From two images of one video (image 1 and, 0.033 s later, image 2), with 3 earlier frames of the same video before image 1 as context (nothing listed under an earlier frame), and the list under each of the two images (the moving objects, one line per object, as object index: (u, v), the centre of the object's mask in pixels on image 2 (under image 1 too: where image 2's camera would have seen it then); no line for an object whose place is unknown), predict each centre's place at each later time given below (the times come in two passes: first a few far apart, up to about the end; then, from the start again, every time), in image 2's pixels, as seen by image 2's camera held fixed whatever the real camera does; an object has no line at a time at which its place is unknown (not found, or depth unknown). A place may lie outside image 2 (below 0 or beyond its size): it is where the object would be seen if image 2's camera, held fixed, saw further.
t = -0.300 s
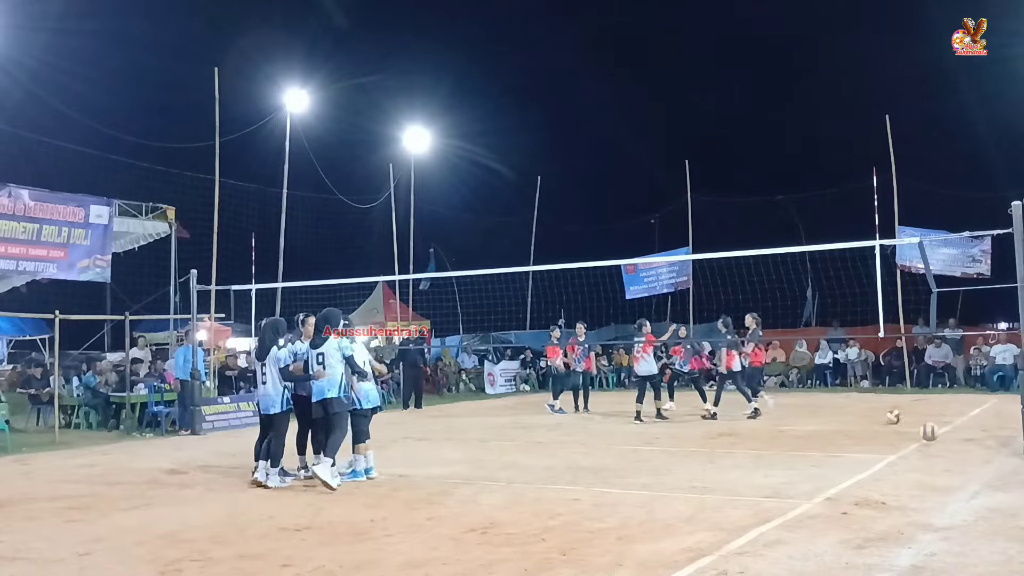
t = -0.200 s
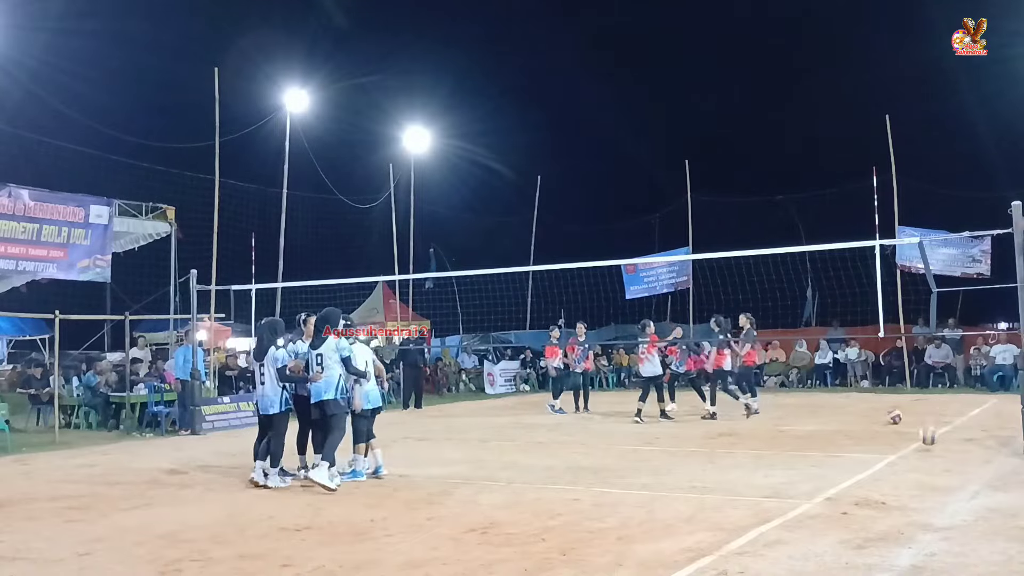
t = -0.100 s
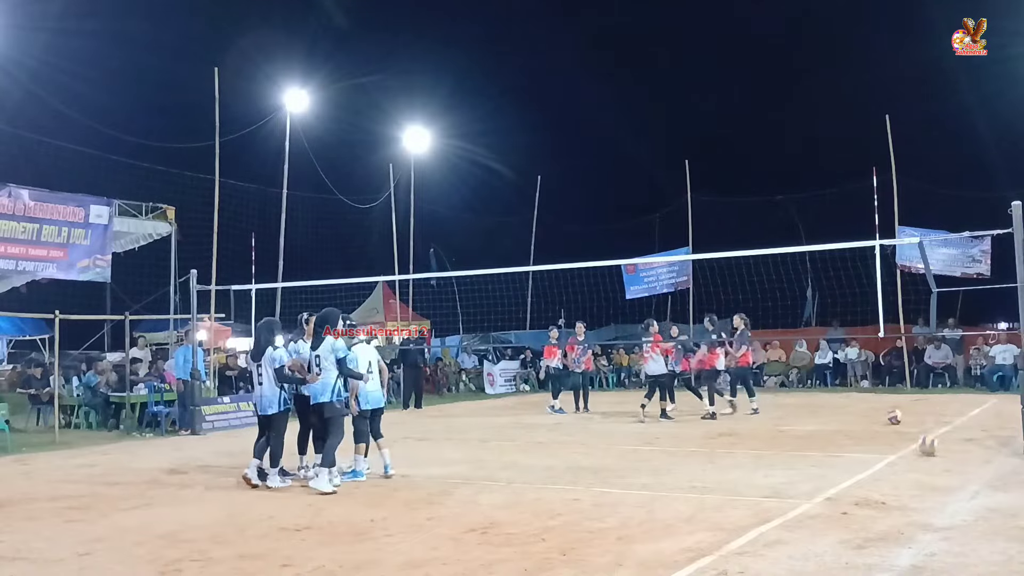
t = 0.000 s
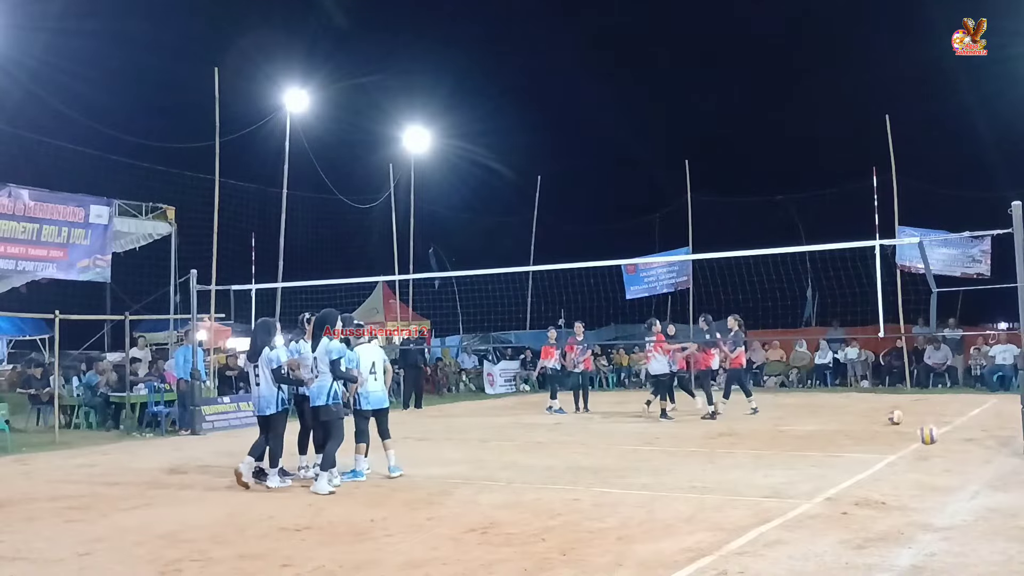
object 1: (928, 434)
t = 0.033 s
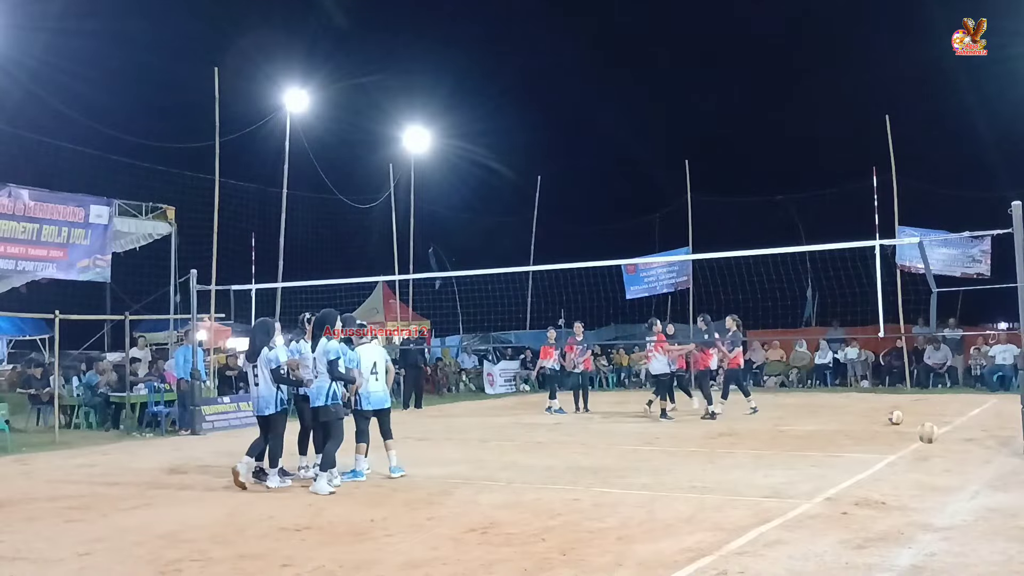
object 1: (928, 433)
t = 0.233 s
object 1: (927, 447)
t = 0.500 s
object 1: (927, 466)
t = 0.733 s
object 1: (927, 484)
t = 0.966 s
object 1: (926, 503)
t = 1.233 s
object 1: (922, 535)
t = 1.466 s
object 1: (913, 561)
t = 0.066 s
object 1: (927, 433)
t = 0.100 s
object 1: (928, 433)
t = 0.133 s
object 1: (928, 435)
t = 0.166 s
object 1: (927, 438)
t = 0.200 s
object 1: (927, 442)
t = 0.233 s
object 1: (927, 447)
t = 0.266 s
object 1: (928, 455)
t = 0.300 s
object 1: (928, 464)
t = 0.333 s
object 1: (928, 465)
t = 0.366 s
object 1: (927, 463)
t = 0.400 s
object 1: (928, 460)
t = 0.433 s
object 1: (928, 462)
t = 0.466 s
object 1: (928, 464)
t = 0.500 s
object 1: (927, 466)
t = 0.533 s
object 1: (926, 470)
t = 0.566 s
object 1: (927, 476)
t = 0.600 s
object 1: (928, 484)
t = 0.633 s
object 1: (927, 483)
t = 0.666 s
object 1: (926, 481)
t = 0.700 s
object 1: (926, 482)
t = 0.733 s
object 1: (927, 484)
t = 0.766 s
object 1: (928, 489)
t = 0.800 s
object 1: (927, 493)
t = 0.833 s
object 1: (927, 500)
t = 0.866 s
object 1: (927, 500)
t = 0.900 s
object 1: (926, 498)
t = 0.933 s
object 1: (927, 500)
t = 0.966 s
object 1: (926, 503)
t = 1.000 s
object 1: (924, 507)
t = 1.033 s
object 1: (924, 513)
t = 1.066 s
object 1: (923, 519)
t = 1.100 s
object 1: (923, 520)
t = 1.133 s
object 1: (924, 520)
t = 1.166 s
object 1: (923, 525)
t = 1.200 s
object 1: (922, 531)
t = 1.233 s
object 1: (922, 535)
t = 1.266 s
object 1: (921, 538)
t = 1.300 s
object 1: (921, 536)
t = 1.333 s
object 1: (921, 537)
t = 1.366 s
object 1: (919, 545)
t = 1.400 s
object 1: (917, 548)
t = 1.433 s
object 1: (916, 555)
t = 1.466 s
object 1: (913, 561)
